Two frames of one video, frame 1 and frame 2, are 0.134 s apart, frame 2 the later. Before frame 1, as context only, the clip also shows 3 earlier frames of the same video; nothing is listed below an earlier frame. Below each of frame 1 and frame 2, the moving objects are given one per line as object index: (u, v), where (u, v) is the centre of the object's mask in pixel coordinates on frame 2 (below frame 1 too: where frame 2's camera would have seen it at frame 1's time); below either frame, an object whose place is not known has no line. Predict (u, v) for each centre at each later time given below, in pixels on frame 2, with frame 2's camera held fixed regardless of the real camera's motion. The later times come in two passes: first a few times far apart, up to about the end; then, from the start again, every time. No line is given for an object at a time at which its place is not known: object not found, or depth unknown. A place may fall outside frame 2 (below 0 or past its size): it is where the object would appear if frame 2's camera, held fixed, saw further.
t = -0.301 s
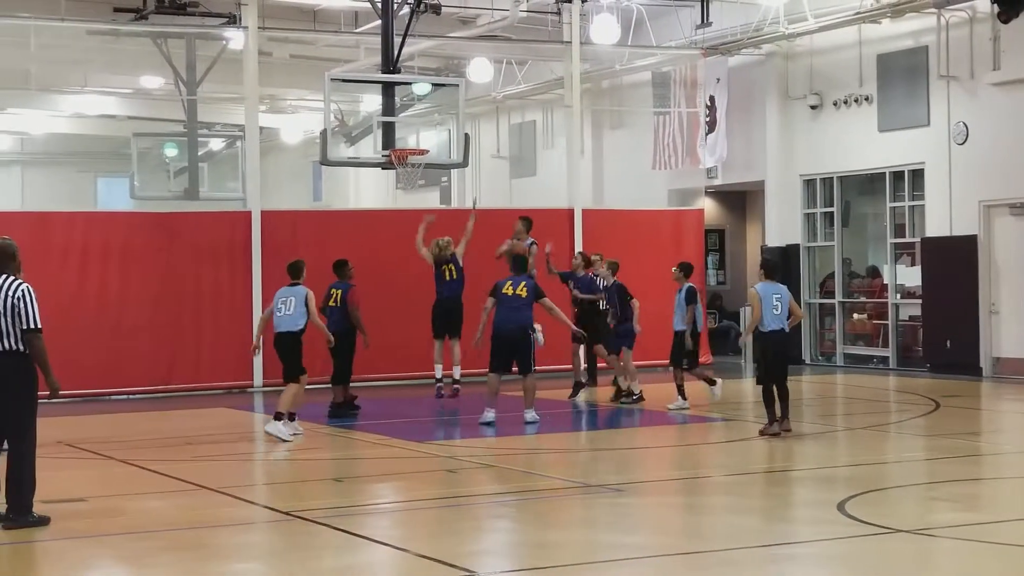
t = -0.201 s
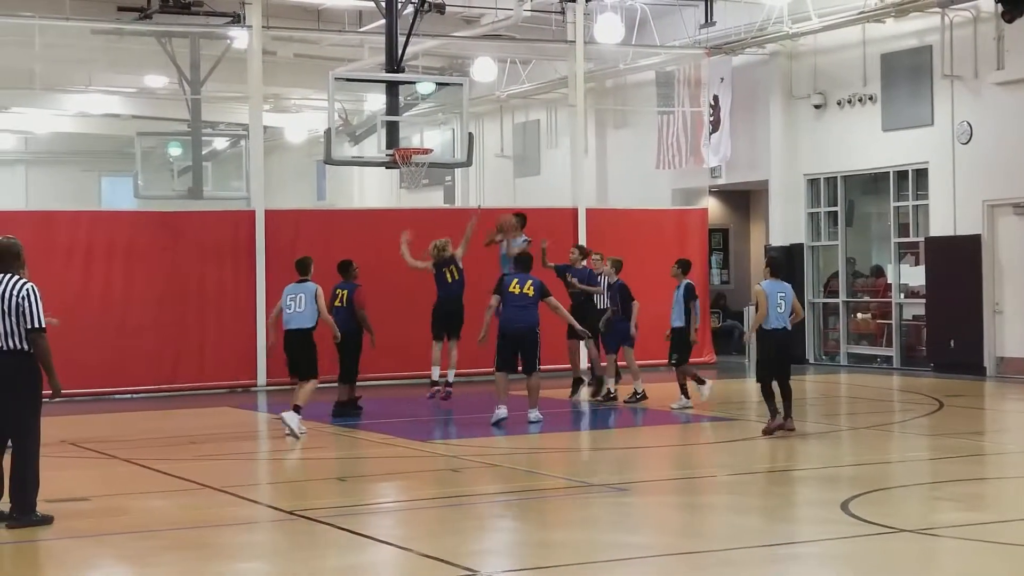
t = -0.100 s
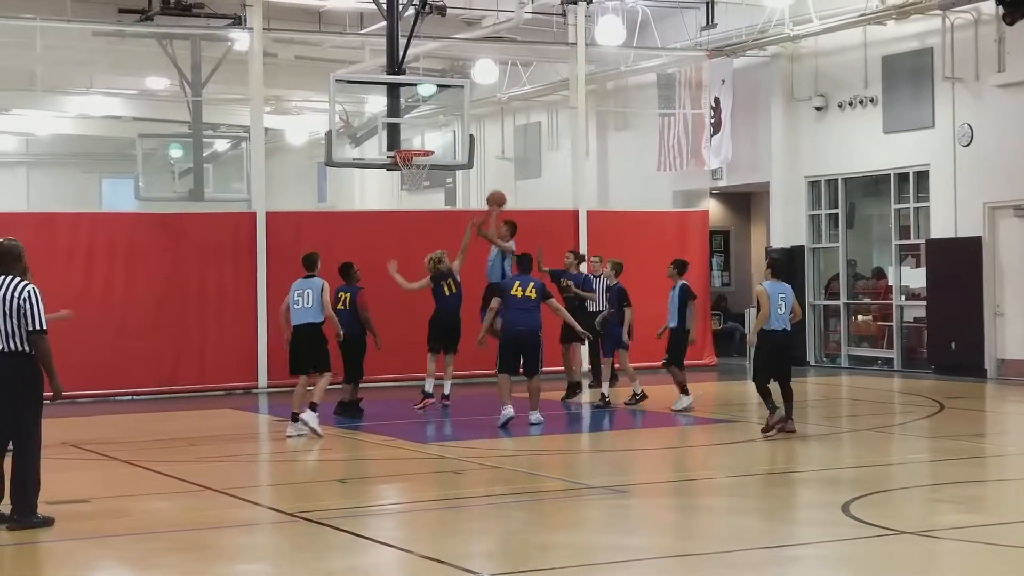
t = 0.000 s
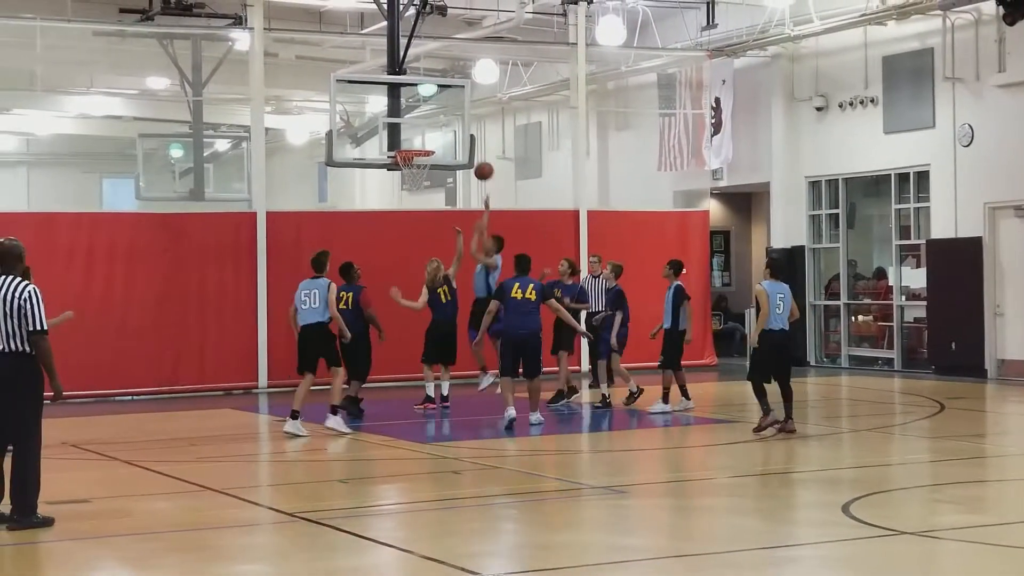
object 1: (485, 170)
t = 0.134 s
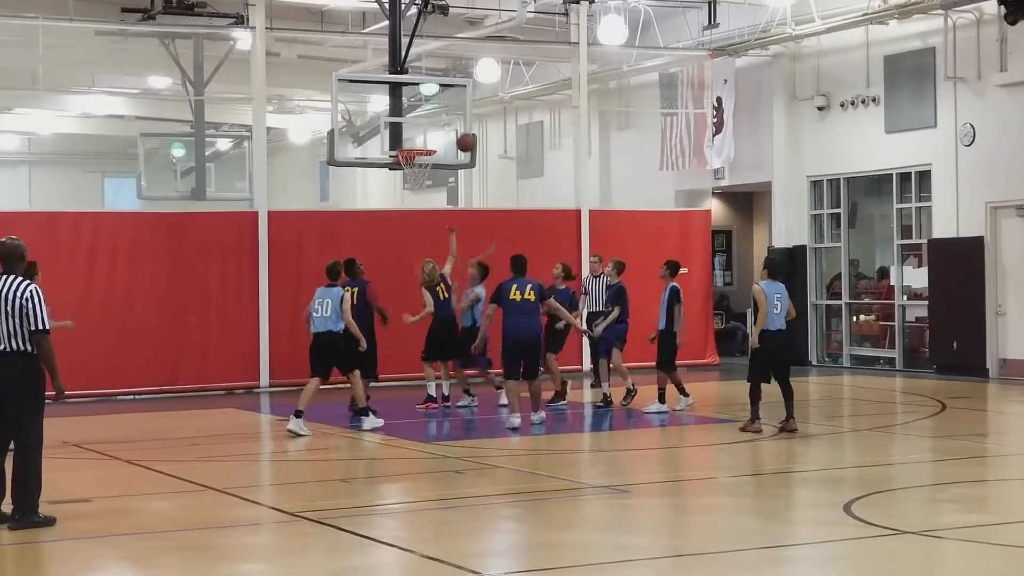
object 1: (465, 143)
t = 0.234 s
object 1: (451, 131)
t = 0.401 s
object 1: (428, 130)
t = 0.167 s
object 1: (461, 138)
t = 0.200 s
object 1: (456, 134)
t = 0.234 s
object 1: (451, 131)
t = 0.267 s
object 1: (447, 129)
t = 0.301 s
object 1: (442, 128)
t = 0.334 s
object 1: (437, 128)
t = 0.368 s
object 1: (432, 128)
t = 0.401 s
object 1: (428, 130)
